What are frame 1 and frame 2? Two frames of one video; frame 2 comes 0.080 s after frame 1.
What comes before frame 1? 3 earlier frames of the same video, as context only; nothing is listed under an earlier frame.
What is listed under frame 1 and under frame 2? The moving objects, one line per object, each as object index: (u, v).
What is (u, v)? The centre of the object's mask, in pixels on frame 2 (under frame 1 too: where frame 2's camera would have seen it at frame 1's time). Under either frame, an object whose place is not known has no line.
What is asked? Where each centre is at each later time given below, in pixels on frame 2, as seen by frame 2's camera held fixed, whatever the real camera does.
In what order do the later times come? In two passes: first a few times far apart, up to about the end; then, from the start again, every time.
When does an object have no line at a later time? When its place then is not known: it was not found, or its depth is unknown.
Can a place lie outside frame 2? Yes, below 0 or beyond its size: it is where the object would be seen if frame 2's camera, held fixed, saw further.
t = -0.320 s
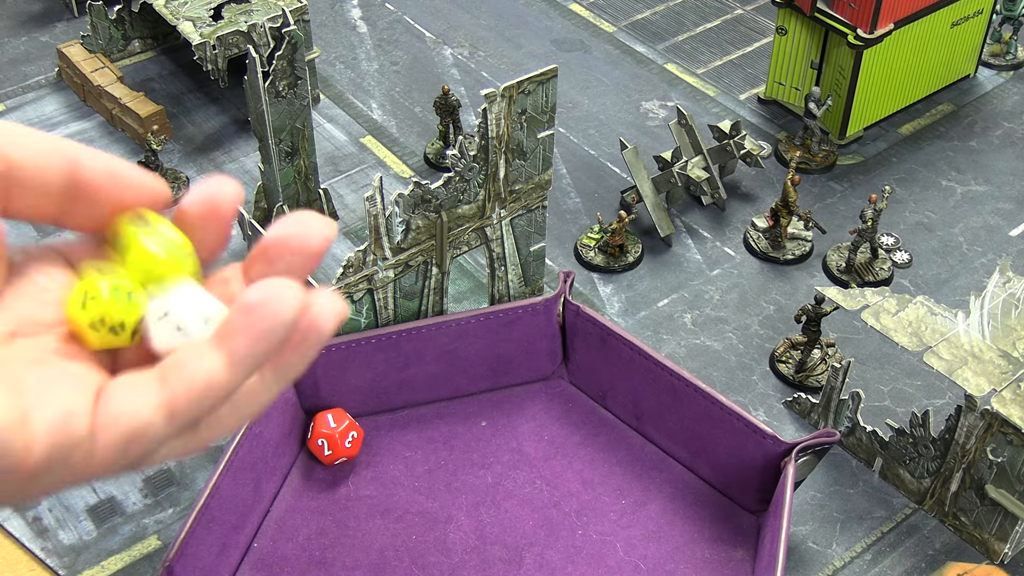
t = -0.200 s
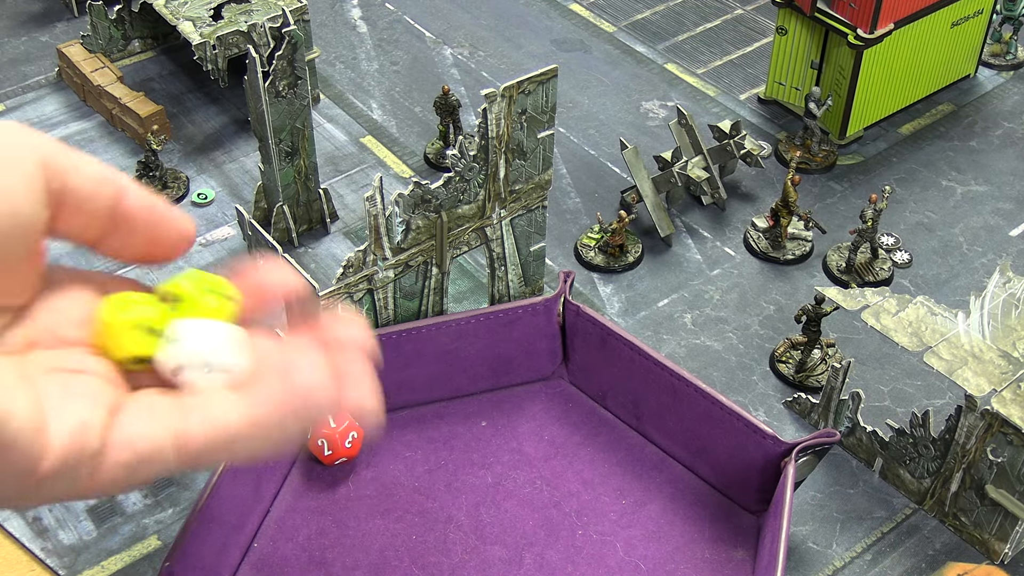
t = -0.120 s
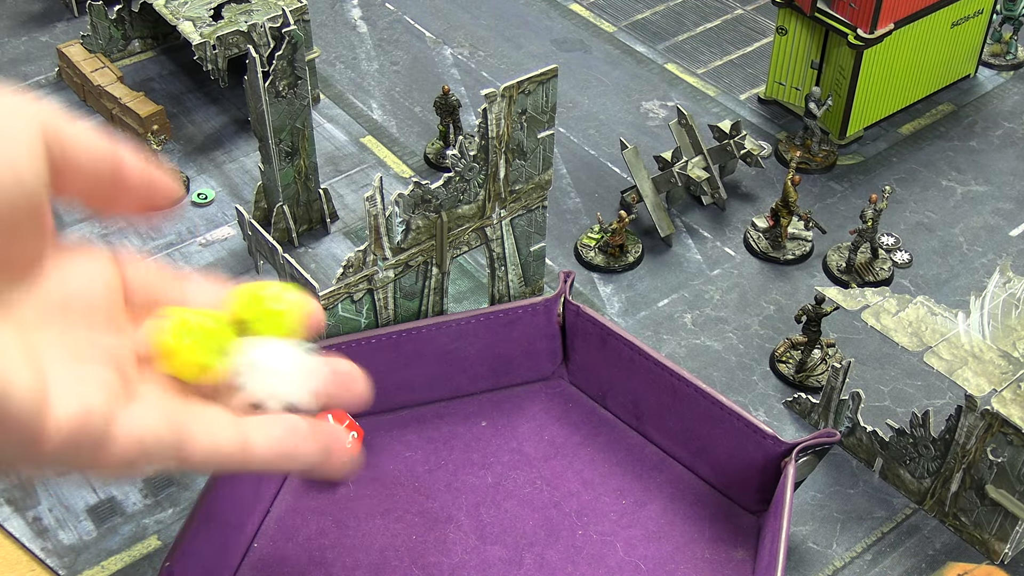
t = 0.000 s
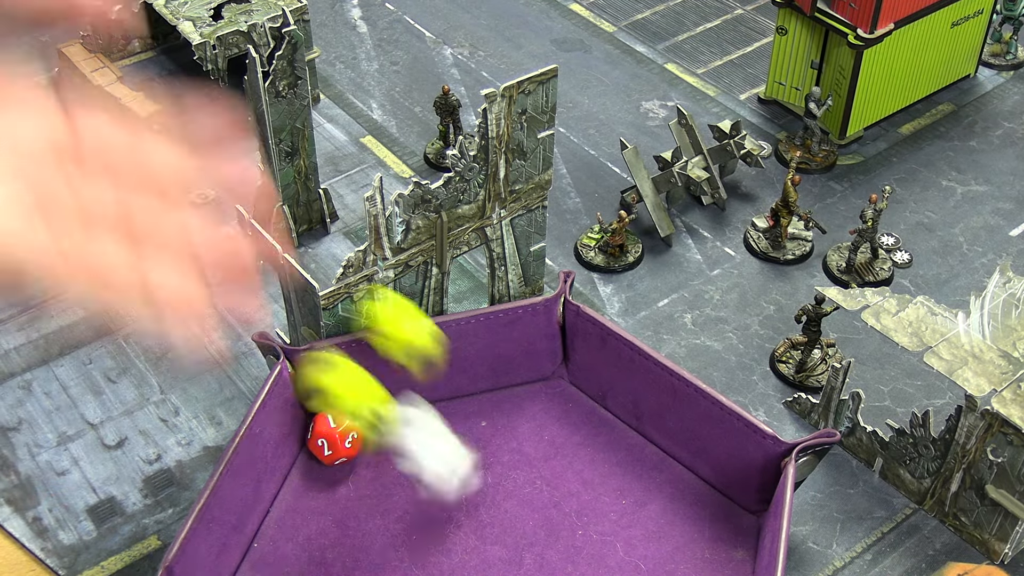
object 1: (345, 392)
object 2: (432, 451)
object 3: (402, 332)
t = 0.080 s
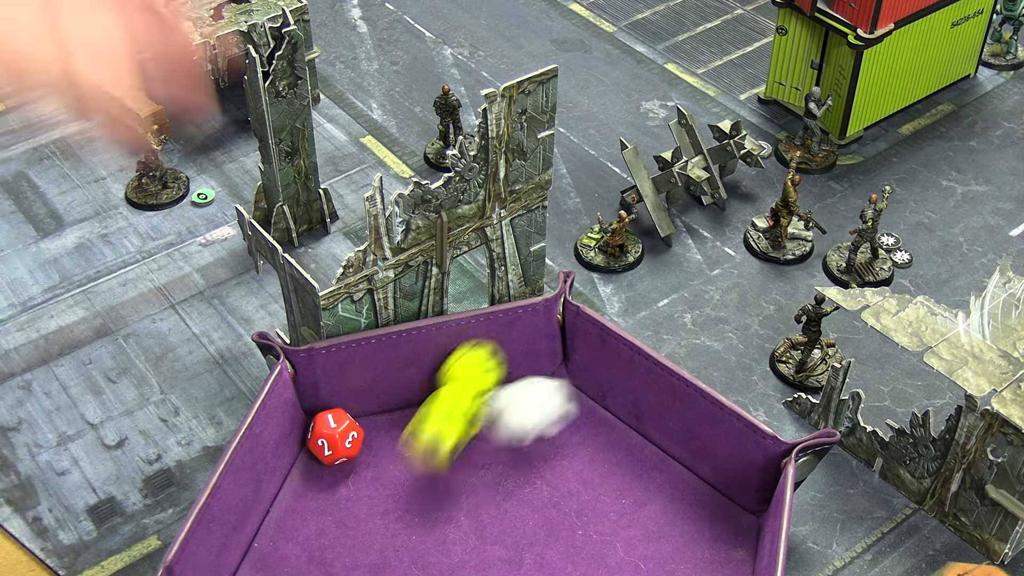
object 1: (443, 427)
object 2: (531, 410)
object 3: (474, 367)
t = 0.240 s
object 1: (567, 458)
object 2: (586, 399)
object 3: (506, 400)
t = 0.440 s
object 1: (675, 520)
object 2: (593, 411)
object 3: (447, 423)
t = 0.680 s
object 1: (690, 541)
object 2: (591, 417)
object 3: (429, 423)
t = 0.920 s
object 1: (690, 544)
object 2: (592, 419)
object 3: (427, 426)
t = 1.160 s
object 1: (690, 544)
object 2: (592, 419)
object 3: (427, 426)
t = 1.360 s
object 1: (690, 544)
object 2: (592, 419)
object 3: (427, 426)
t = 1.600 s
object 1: (690, 544)
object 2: (592, 419)
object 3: (427, 426)
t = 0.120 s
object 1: (480, 403)
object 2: (560, 388)
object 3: (498, 356)
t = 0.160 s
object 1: (509, 420)
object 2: (568, 387)
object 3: (510, 362)
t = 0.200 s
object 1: (541, 441)
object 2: (577, 393)
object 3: (513, 384)
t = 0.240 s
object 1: (567, 458)
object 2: (586, 399)
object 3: (506, 400)
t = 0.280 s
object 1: (591, 473)
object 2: (594, 405)
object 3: (495, 409)
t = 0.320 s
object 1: (615, 485)
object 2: (596, 408)
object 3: (483, 417)
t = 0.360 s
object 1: (636, 498)
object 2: (591, 409)
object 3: (471, 418)
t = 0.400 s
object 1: (659, 509)
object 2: (592, 410)
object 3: (457, 421)
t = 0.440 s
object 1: (675, 520)
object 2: (593, 411)
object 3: (447, 423)
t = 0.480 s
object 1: (685, 530)
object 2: (592, 411)
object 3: (441, 422)
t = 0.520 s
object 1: (693, 543)
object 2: (593, 413)
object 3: (435, 421)
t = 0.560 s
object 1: (696, 548)
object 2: (592, 416)
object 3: (427, 425)
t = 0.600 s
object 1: (693, 549)
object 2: (592, 420)
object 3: (422, 428)
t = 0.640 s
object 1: (691, 548)
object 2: (593, 418)
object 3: (425, 428)
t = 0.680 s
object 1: (690, 541)
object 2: (591, 417)
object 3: (429, 423)
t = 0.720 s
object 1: (690, 539)
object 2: (592, 419)
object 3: (427, 425)
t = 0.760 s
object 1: (690, 544)
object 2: (592, 419)
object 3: (426, 427)
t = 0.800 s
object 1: (690, 544)
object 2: (591, 418)
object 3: (428, 425)
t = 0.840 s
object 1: (691, 543)
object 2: (592, 419)
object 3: (426, 427)
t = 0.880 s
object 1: (690, 544)
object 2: (592, 419)
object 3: (427, 426)
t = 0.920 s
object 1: (690, 544)
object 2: (592, 419)
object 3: (427, 426)
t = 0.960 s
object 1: (690, 544)
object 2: (592, 419)
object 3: (427, 426)
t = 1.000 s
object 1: (690, 544)
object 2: (592, 419)
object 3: (427, 426)
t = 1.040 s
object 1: (690, 544)
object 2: (592, 419)
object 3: (427, 426)
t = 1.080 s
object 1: (690, 544)
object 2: (592, 419)
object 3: (427, 426)
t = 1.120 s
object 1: (690, 544)
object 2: (592, 419)
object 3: (427, 426)
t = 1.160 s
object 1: (690, 544)
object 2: (592, 419)
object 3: (427, 426)
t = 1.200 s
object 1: (690, 544)
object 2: (592, 419)
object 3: (427, 426)
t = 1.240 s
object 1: (690, 544)
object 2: (592, 419)
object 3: (427, 426)
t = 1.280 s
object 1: (690, 544)
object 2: (592, 419)
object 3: (427, 426)
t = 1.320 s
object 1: (690, 544)
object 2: (592, 419)
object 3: (427, 426)
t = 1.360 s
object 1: (690, 544)
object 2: (592, 419)
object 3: (427, 426)
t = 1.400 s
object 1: (690, 544)
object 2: (592, 419)
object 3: (427, 426)
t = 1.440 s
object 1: (690, 544)
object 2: (592, 419)
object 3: (427, 426)
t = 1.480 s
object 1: (690, 544)
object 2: (592, 419)
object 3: (427, 426)
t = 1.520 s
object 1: (690, 544)
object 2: (592, 419)
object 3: (427, 426)
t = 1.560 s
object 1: (690, 544)
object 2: (592, 419)
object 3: (427, 426)
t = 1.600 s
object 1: (690, 544)
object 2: (592, 419)
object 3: (427, 426)
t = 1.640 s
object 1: (690, 544)
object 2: (592, 419)
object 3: (427, 426)
